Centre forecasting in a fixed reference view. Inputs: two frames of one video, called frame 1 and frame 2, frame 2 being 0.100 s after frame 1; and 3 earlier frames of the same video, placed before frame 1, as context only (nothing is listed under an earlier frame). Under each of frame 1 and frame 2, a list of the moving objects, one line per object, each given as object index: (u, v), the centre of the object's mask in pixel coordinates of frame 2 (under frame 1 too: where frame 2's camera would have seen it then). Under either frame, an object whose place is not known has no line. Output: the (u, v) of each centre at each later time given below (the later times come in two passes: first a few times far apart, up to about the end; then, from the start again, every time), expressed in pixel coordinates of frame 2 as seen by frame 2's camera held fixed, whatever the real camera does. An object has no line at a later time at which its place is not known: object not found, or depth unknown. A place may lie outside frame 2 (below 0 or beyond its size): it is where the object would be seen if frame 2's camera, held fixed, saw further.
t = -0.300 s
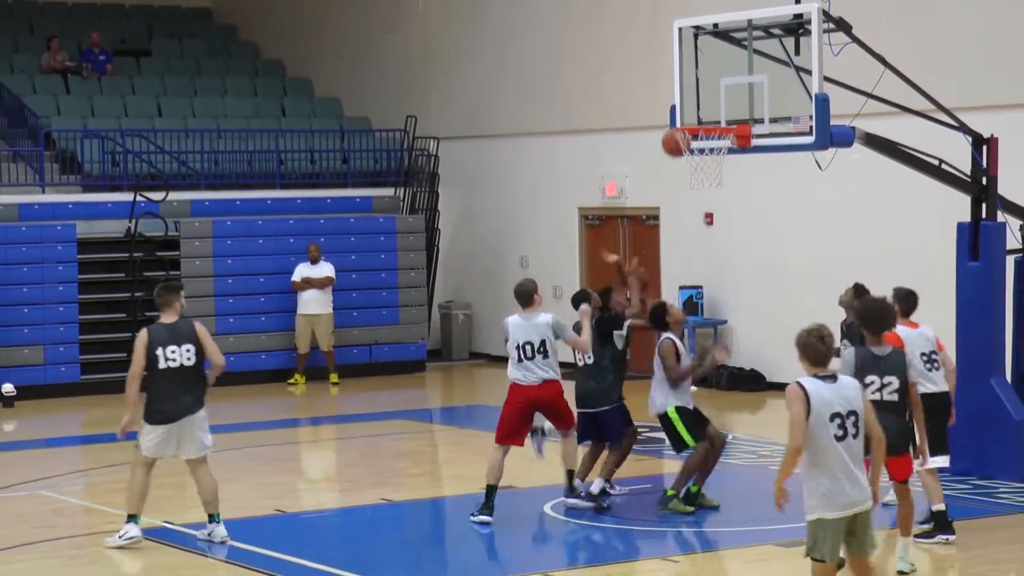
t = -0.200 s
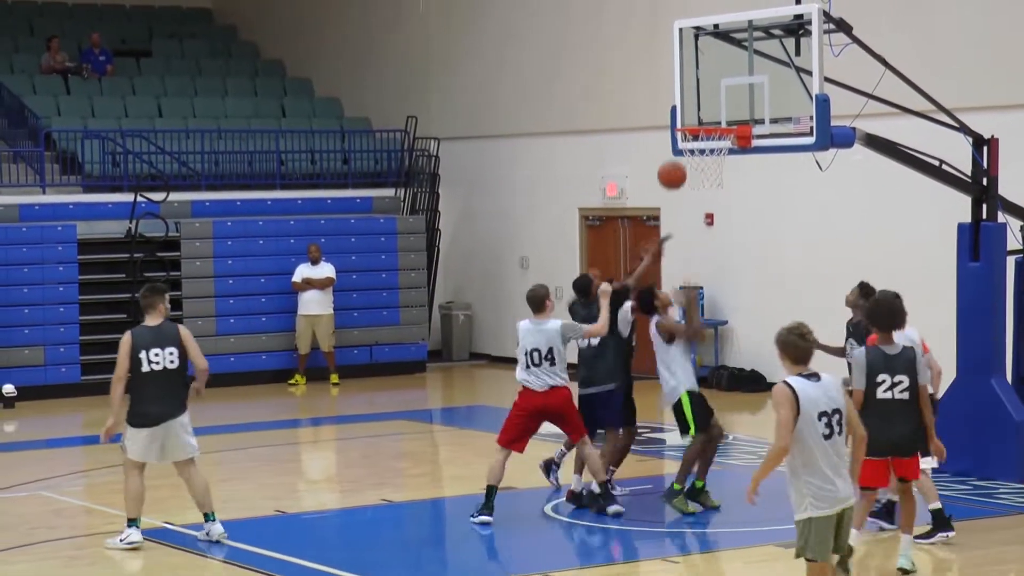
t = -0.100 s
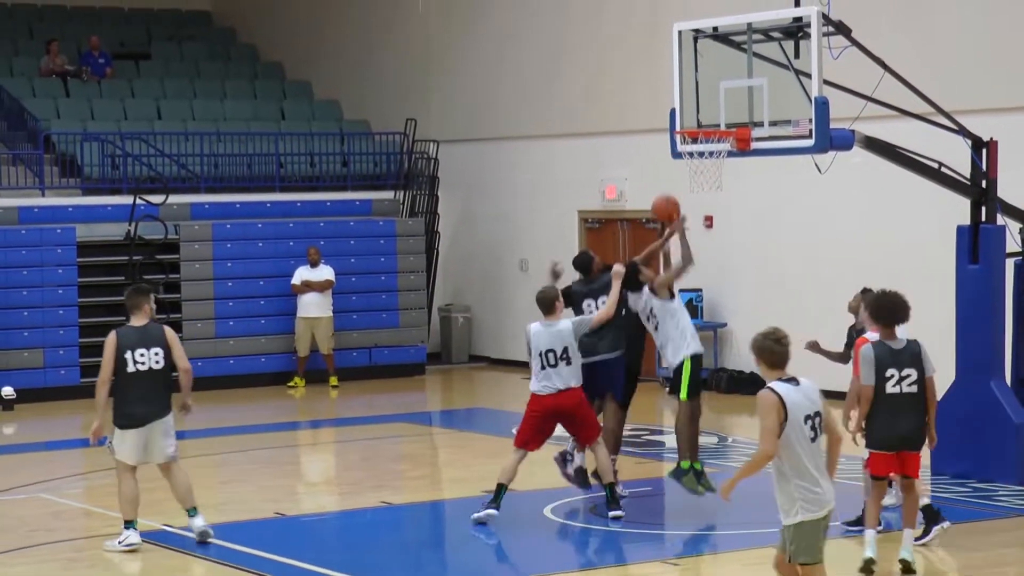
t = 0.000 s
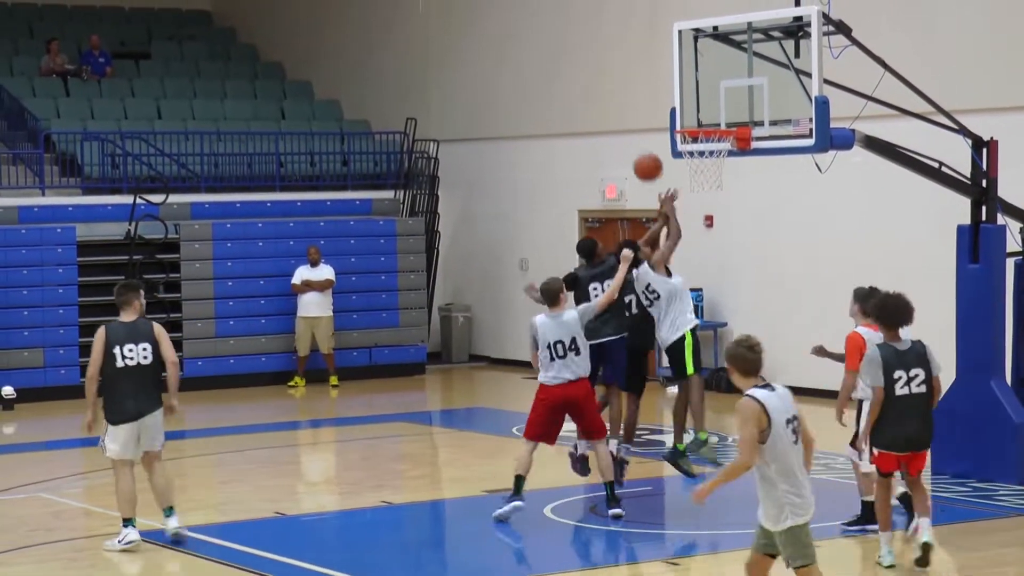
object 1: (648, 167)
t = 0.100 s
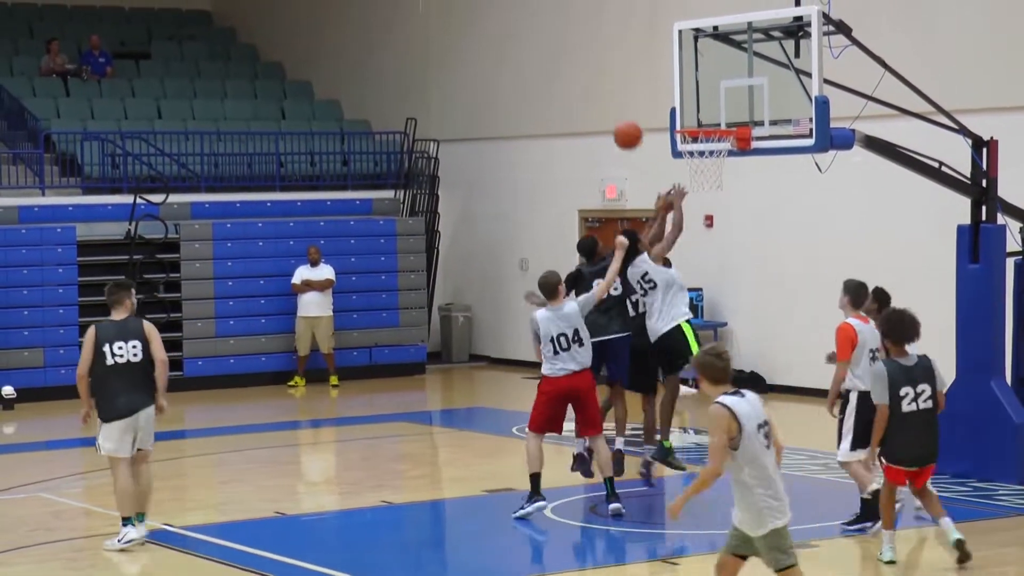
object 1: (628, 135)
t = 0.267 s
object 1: (595, 110)
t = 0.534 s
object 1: (547, 137)
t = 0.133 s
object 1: (621, 127)
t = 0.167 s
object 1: (614, 121)
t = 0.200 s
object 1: (608, 116)
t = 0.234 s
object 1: (602, 113)
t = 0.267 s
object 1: (595, 110)
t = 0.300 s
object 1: (589, 109)
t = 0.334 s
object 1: (583, 109)
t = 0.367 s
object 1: (577, 110)
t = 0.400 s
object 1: (570, 114)
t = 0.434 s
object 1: (564, 118)
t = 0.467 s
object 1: (558, 123)
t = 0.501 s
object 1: (552, 130)
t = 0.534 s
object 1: (547, 137)
